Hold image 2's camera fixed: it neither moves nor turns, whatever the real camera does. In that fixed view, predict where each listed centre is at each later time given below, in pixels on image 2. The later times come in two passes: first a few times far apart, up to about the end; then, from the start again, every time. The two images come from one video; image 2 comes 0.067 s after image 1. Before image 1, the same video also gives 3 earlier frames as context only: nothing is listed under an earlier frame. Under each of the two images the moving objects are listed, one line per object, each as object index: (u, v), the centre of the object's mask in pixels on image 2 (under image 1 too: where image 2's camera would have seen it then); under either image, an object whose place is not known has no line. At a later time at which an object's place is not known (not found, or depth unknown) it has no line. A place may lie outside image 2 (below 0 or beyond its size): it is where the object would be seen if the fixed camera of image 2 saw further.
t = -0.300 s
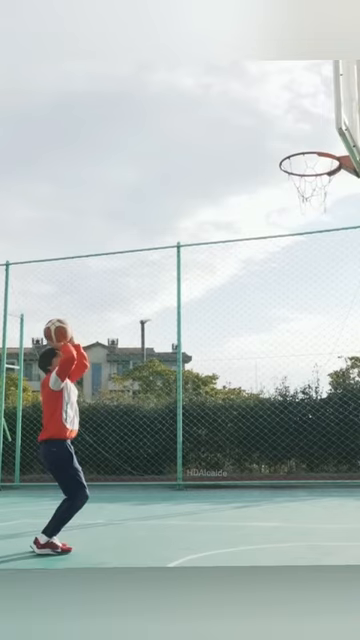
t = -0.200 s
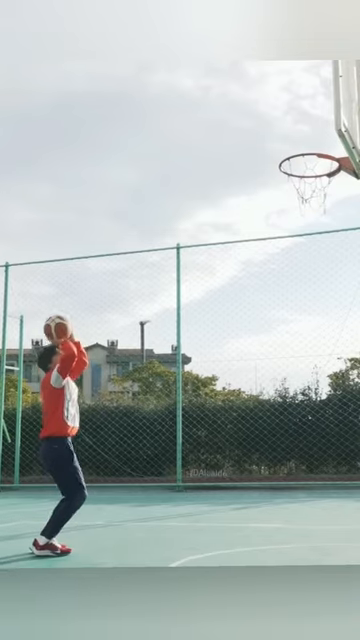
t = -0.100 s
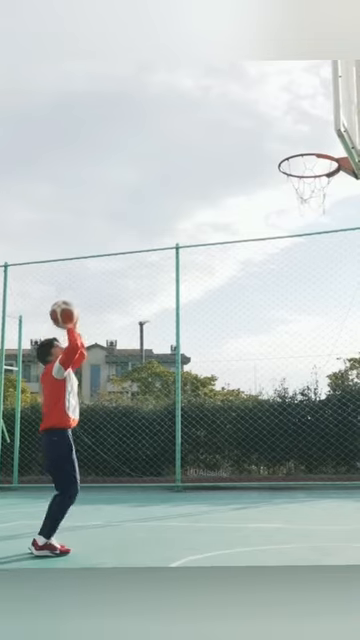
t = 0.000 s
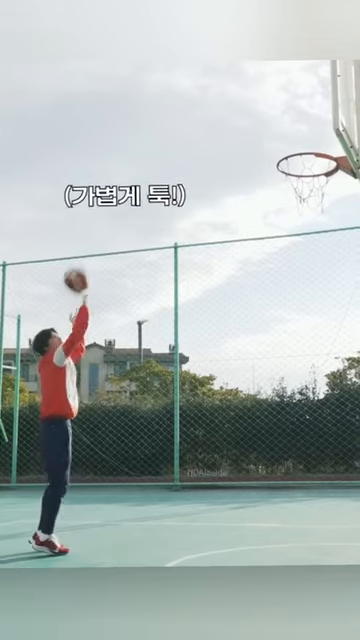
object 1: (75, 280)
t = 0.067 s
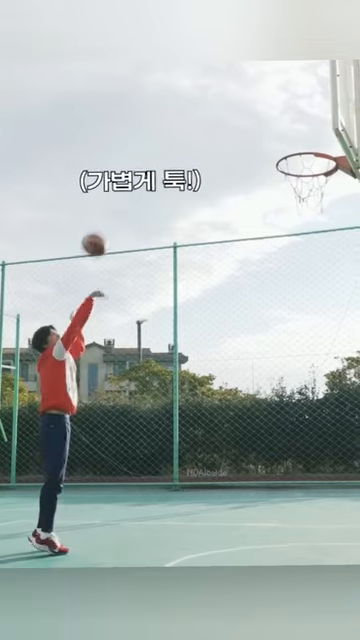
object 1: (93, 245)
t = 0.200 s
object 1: (131, 187)
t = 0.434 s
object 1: (199, 131)
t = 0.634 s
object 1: (259, 128)
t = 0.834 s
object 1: (317, 169)
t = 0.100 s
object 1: (103, 228)
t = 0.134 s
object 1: (112, 213)
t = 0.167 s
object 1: (122, 200)
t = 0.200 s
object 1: (131, 187)
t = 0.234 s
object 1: (141, 176)
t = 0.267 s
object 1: (150, 165)
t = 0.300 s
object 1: (160, 156)
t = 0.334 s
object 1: (170, 148)
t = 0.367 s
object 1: (179, 141)
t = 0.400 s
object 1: (189, 135)
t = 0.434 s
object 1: (199, 131)
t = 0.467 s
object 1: (209, 127)
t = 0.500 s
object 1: (219, 124)
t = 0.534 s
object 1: (228, 124)
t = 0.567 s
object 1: (239, 124)
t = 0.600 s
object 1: (249, 125)
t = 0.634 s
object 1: (259, 128)
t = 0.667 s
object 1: (270, 132)
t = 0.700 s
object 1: (281, 137)
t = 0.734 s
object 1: (292, 142)
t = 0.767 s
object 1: (303, 151)
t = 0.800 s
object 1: (315, 161)
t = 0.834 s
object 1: (317, 169)
